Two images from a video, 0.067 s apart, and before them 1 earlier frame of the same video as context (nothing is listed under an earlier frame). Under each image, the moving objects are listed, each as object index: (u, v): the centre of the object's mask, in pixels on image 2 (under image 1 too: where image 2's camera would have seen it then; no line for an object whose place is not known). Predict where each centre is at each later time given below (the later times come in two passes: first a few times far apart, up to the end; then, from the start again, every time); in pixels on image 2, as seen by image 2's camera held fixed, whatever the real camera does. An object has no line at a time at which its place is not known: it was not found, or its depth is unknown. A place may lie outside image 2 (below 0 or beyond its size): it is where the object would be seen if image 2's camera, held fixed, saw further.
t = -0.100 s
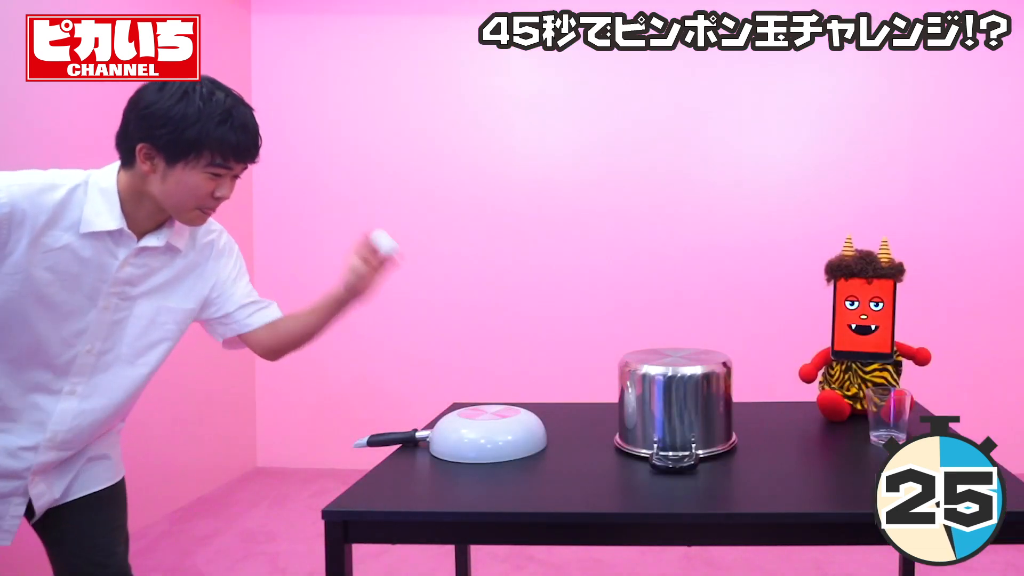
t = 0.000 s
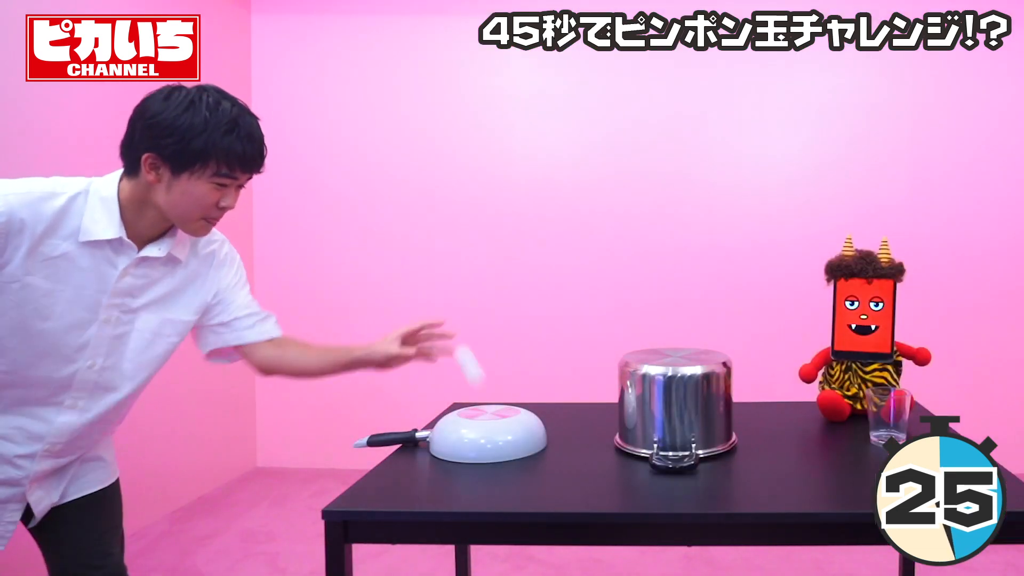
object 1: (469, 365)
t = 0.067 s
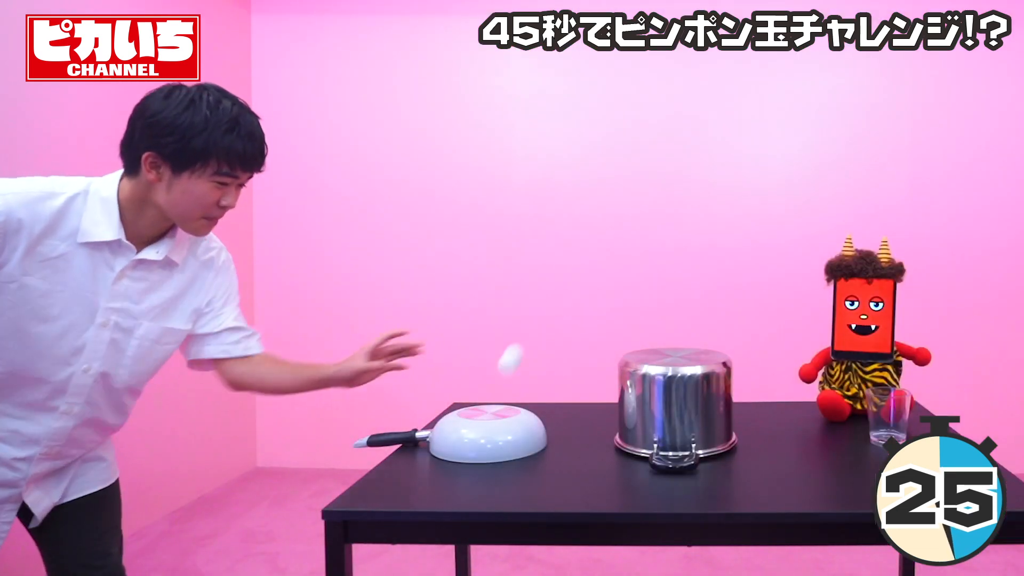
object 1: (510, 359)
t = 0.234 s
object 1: (595, 293)
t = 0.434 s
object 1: (696, 315)
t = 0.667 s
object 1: (810, 368)
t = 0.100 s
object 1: (528, 334)
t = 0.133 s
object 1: (545, 315)
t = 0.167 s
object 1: (561, 302)
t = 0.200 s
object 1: (578, 295)
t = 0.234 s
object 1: (595, 293)
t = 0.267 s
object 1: (611, 297)
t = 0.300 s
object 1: (628, 305)
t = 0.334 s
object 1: (645, 320)
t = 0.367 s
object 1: (661, 341)
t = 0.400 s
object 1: (679, 329)
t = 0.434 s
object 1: (696, 315)
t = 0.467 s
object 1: (713, 306)
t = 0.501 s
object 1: (729, 303)
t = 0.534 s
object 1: (746, 304)
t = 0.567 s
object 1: (763, 312)
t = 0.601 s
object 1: (780, 325)
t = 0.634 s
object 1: (795, 344)
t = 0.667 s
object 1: (810, 368)
